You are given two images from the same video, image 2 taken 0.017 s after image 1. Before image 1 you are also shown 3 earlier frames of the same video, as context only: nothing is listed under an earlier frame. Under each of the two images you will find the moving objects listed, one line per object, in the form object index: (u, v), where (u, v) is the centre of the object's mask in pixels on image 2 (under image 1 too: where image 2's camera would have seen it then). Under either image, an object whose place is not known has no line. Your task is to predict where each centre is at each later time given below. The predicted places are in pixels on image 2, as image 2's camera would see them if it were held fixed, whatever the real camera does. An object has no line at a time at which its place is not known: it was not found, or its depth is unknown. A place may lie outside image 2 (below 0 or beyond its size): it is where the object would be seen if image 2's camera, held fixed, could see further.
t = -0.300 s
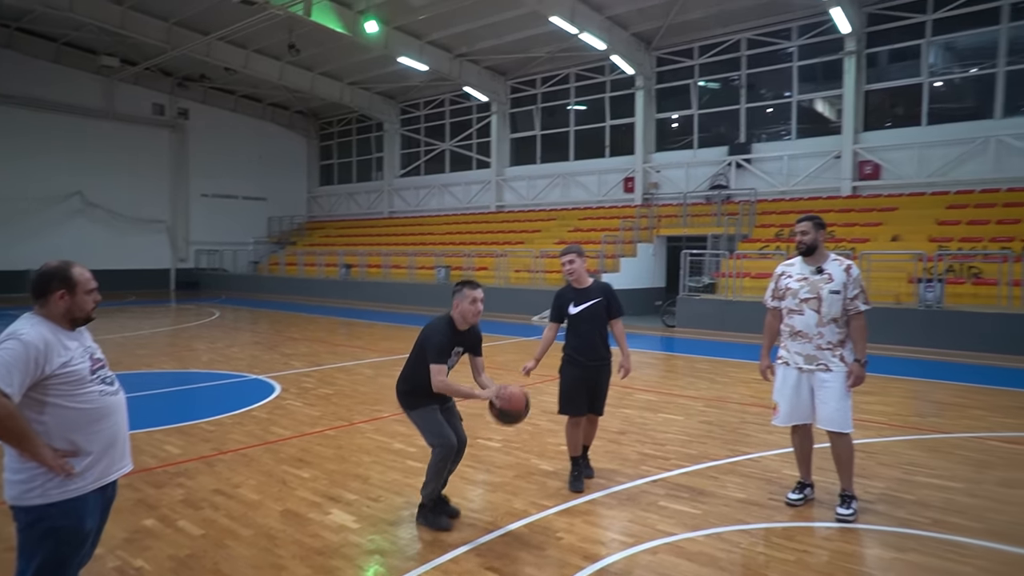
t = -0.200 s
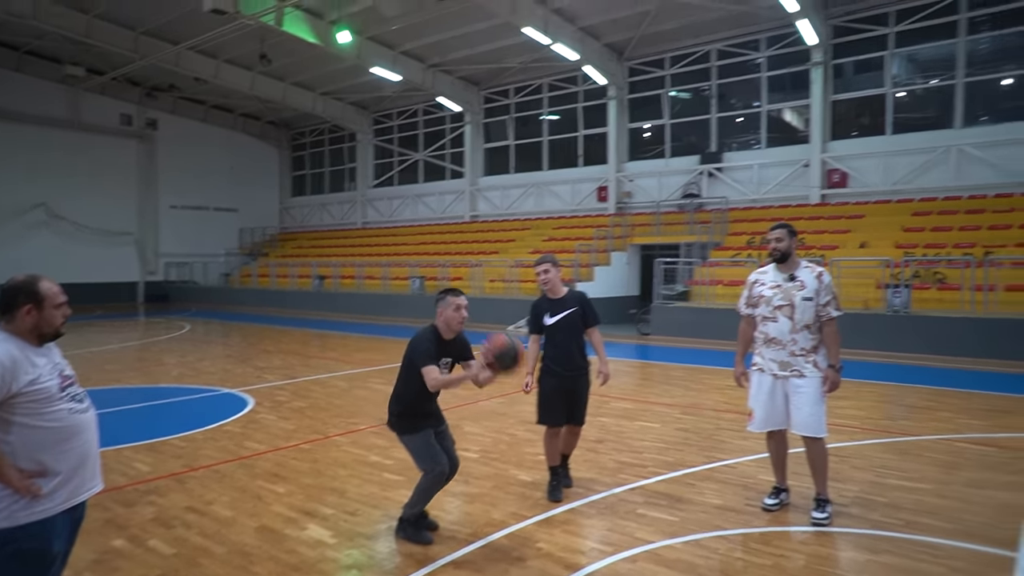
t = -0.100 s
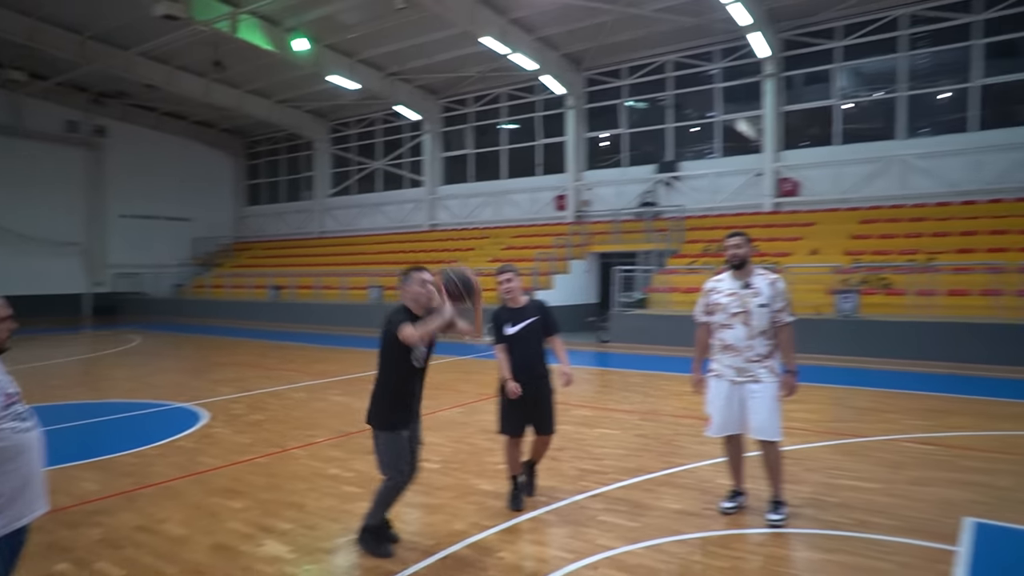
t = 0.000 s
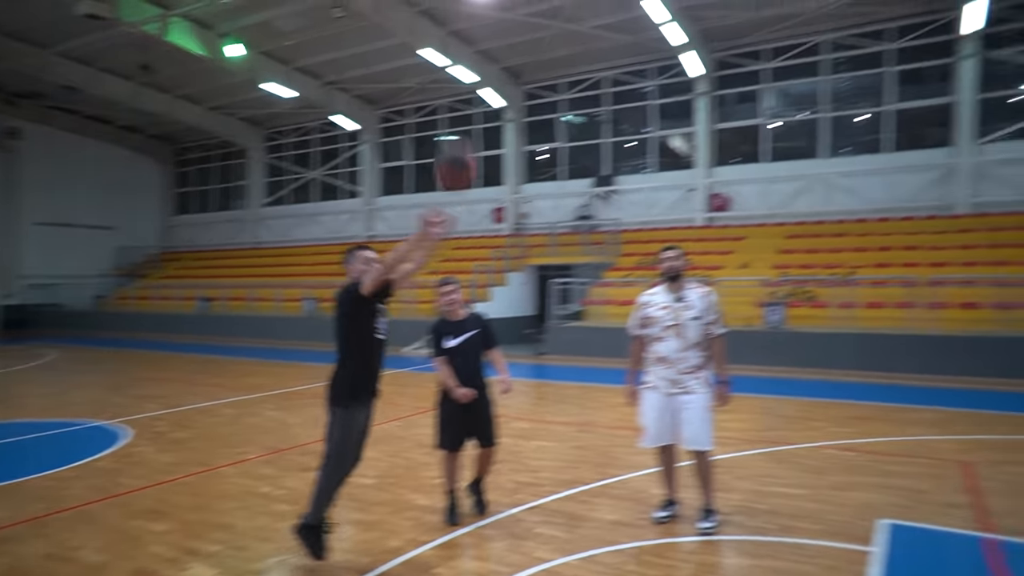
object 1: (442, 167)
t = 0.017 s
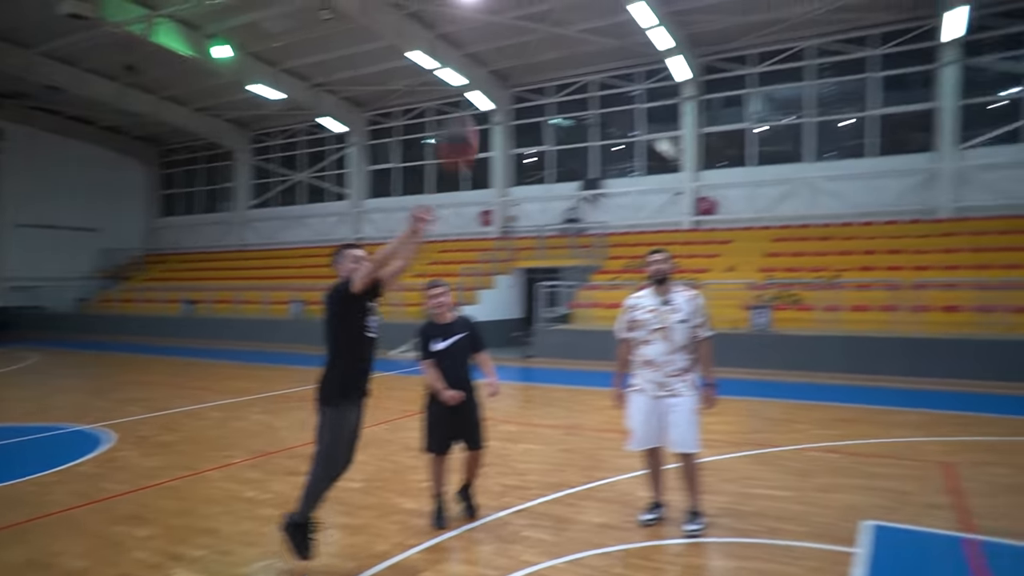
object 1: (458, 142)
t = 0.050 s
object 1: (489, 96)
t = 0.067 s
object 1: (502, 72)
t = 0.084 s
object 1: (515, 51)
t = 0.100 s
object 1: (531, 25)
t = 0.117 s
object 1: (545, 0)
